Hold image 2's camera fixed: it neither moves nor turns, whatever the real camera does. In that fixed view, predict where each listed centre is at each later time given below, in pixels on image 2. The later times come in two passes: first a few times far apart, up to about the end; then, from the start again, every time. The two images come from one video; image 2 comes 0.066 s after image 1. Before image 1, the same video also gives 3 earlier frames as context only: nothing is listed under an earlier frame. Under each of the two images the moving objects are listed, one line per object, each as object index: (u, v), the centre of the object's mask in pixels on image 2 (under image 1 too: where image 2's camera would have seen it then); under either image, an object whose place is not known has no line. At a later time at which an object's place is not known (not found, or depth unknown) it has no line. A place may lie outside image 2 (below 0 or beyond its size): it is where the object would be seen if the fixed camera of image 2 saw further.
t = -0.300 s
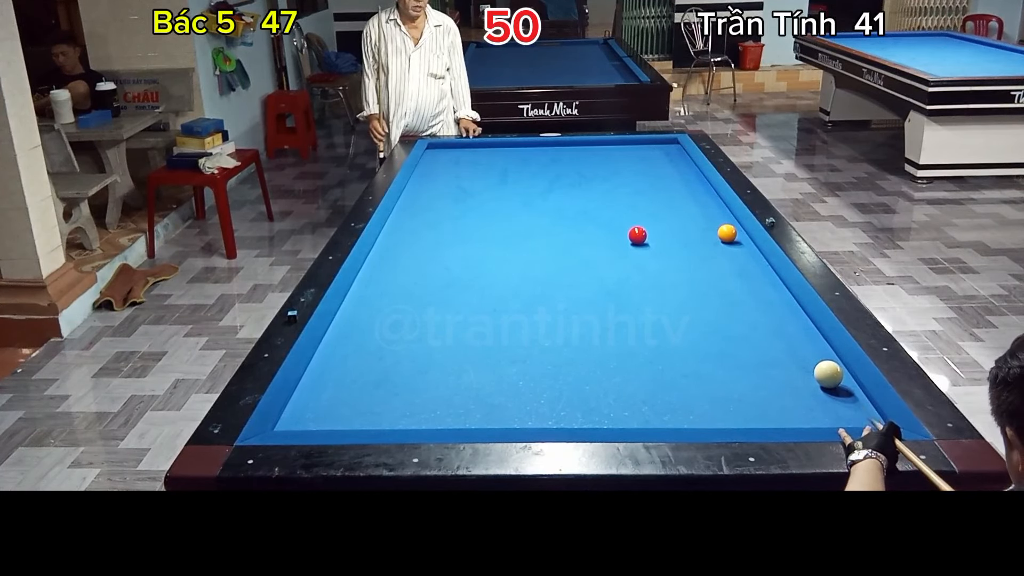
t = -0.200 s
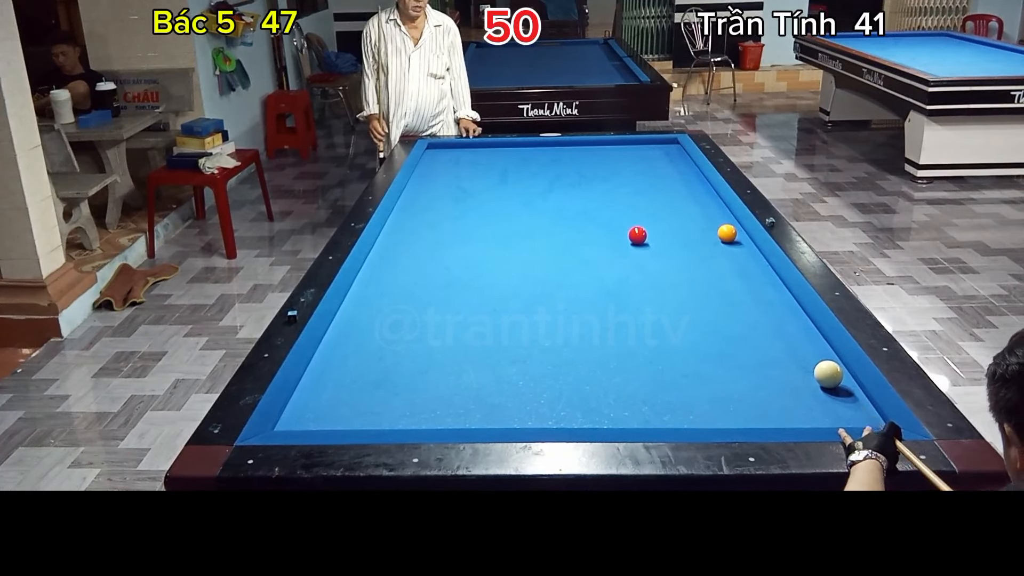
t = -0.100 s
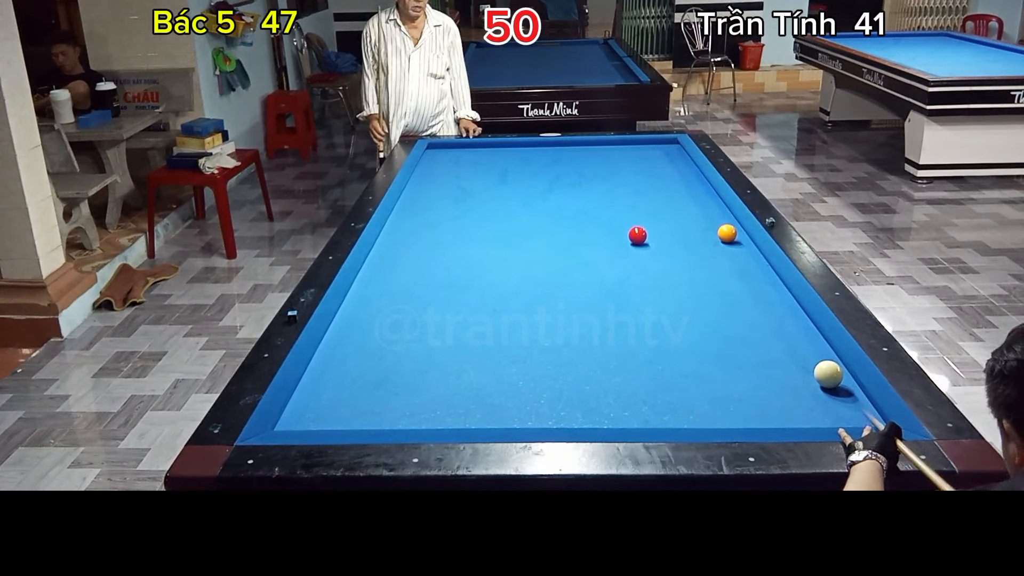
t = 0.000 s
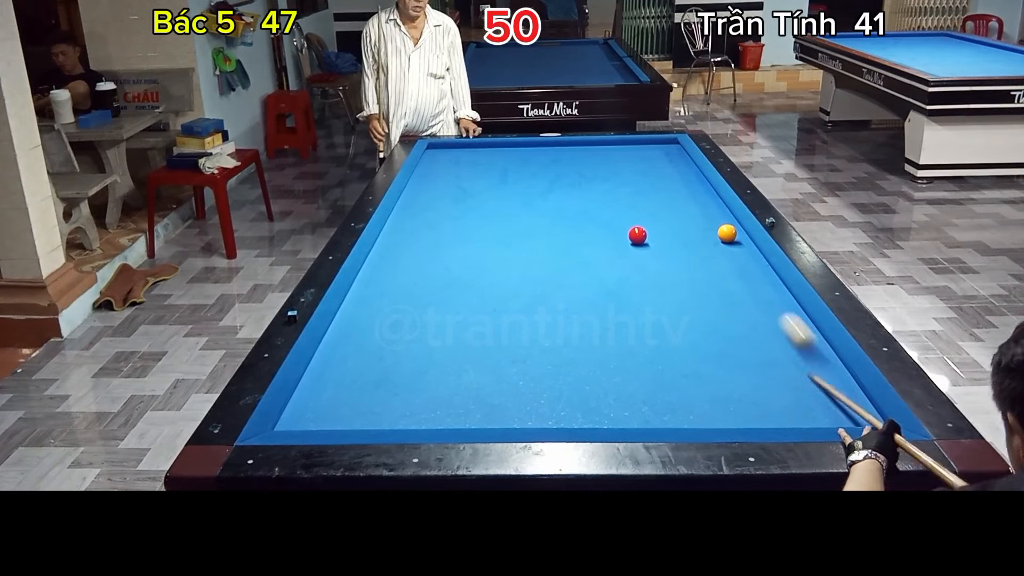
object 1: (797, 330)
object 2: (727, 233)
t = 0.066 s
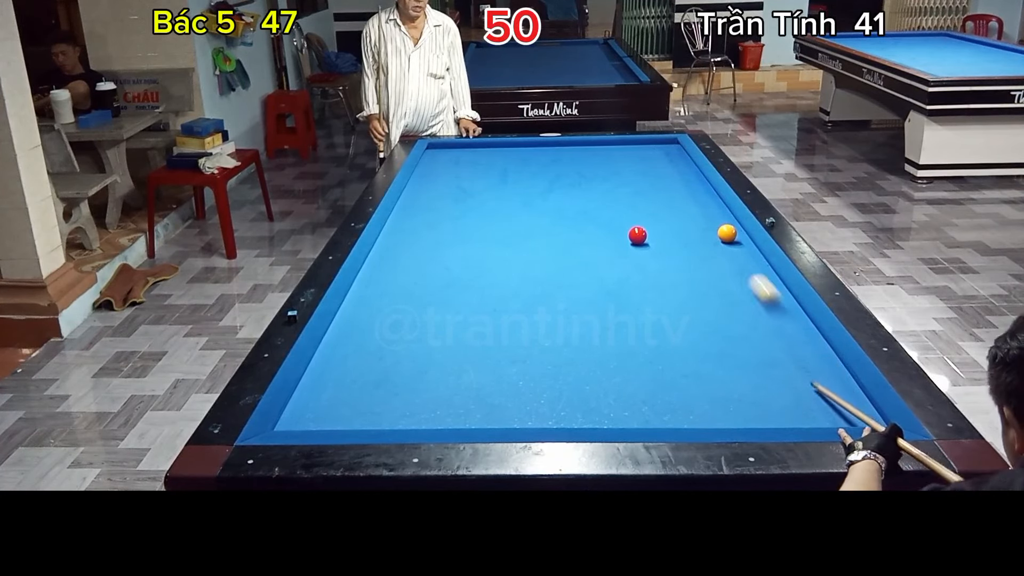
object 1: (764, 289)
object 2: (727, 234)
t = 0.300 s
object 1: (669, 232)
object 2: (697, 207)
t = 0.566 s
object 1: (582, 222)
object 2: (625, 174)
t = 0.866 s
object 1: (498, 213)
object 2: (569, 148)
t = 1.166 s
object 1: (420, 205)
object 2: (519, 156)
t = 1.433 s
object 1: (434, 204)
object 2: (470, 171)
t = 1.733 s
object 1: (472, 204)
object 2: (411, 190)
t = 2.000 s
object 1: (506, 204)
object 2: (435, 206)
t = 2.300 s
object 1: (543, 204)
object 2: (464, 226)
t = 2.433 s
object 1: (559, 204)
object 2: (479, 236)
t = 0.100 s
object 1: (750, 271)
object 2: (727, 234)
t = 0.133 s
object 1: (738, 257)
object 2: (727, 234)
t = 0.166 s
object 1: (726, 243)
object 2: (728, 230)
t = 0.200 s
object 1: (713, 237)
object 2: (732, 225)
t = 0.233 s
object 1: (697, 235)
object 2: (724, 218)
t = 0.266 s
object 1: (683, 233)
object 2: (710, 212)
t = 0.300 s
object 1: (669, 232)
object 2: (697, 207)
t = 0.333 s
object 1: (657, 230)
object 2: (685, 201)
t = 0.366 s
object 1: (647, 227)
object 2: (675, 197)
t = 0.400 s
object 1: (632, 225)
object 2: (664, 192)
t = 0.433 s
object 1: (622, 226)
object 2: (656, 188)
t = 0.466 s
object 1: (612, 225)
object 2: (647, 184)
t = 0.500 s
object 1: (602, 224)
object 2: (639, 181)
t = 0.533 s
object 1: (592, 223)
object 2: (632, 177)
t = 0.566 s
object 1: (582, 222)
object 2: (625, 174)
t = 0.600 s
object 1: (572, 221)
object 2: (617, 171)
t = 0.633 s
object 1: (563, 220)
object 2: (611, 167)
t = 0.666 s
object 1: (553, 219)
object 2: (604, 164)
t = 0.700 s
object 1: (543, 218)
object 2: (598, 161)
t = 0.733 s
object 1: (534, 217)
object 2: (592, 159)
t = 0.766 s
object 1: (525, 216)
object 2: (586, 156)
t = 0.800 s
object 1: (516, 215)
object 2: (580, 153)
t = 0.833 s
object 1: (507, 214)
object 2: (574, 150)
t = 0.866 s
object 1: (498, 213)
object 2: (569, 148)
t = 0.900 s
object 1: (489, 212)
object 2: (563, 145)
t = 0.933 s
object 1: (480, 211)
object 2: (558, 143)
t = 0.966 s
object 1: (471, 210)
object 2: (554, 144)
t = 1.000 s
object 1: (462, 210)
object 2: (548, 146)
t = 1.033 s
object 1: (454, 209)
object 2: (542, 148)
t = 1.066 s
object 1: (445, 208)
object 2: (536, 150)
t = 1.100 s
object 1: (437, 207)
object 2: (531, 152)
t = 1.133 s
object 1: (428, 206)
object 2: (525, 154)
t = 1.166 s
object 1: (420, 205)
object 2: (519, 156)
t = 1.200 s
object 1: (412, 204)
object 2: (513, 157)
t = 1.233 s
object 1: (404, 204)
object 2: (508, 159)
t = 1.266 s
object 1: (407, 204)
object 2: (502, 161)
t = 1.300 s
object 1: (414, 204)
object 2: (495, 163)
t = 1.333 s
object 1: (420, 204)
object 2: (489, 165)
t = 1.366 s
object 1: (425, 204)
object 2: (483, 167)
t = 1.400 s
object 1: (429, 204)
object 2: (477, 169)
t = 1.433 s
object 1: (434, 204)
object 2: (470, 171)
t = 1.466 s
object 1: (438, 204)
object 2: (464, 172)
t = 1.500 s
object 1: (442, 204)
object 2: (457, 175)
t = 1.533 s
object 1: (446, 204)
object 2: (450, 177)
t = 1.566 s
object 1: (451, 204)
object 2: (444, 179)
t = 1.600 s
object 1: (455, 204)
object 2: (437, 181)
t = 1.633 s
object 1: (459, 204)
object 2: (430, 183)
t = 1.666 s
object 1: (464, 204)
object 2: (423, 185)
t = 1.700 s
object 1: (468, 204)
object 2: (415, 187)
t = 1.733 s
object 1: (472, 204)
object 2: (411, 190)
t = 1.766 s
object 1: (476, 204)
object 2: (414, 192)
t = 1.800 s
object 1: (481, 204)
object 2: (417, 194)
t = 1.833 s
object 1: (485, 204)
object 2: (420, 196)
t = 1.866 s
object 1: (489, 204)
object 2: (423, 198)
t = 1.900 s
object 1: (493, 204)
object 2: (426, 200)
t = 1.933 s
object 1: (498, 204)
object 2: (429, 201)
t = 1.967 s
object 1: (502, 204)
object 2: (432, 204)
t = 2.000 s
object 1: (506, 204)
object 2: (435, 206)
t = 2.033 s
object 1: (510, 204)
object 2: (438, 208)
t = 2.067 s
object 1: (514, 204)
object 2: (441, 210)
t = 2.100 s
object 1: (518, 204)
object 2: (444, 212)
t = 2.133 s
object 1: (523, 204)
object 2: (447, 215)
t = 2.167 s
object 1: (527, 204)
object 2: (451, 217)
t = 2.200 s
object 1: (531, 204)
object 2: (454, 219)
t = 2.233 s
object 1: (535, 204)
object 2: (458, 221)
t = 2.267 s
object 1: (539, 204)
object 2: (461, 224)
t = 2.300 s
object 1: (543, 204)
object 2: (464, 226)
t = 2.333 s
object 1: (547, 204)
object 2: (468, 229)
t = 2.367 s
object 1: (551, 204)
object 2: (472, 231)
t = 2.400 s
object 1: (555, 204)
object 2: (475, 233)
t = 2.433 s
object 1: (559, 204)
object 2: (479, 236)
